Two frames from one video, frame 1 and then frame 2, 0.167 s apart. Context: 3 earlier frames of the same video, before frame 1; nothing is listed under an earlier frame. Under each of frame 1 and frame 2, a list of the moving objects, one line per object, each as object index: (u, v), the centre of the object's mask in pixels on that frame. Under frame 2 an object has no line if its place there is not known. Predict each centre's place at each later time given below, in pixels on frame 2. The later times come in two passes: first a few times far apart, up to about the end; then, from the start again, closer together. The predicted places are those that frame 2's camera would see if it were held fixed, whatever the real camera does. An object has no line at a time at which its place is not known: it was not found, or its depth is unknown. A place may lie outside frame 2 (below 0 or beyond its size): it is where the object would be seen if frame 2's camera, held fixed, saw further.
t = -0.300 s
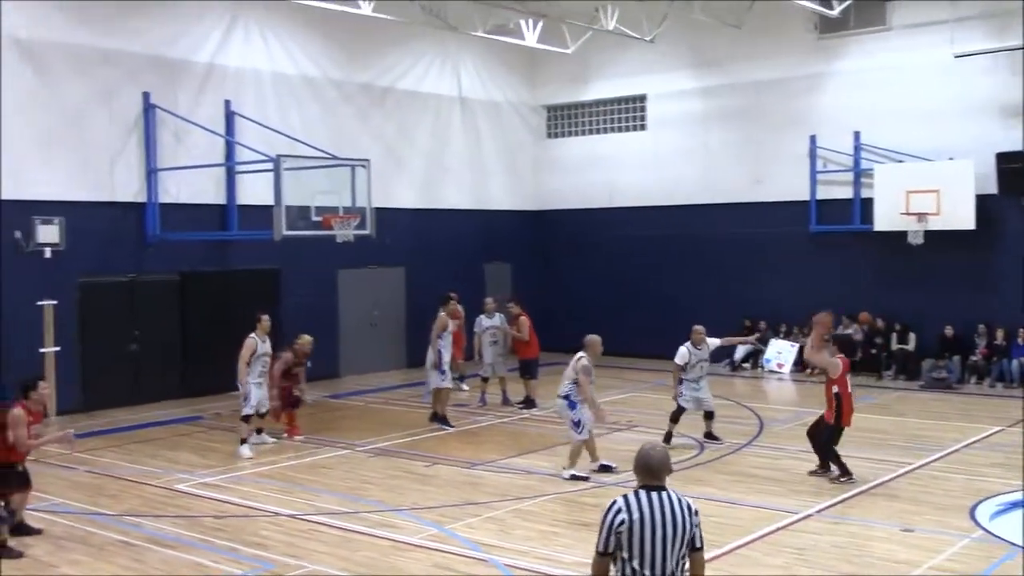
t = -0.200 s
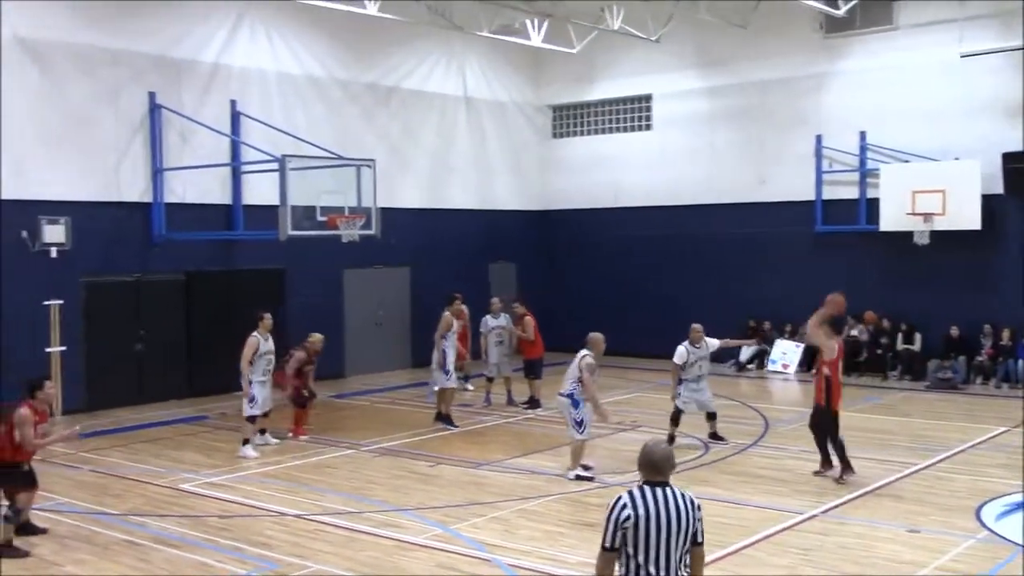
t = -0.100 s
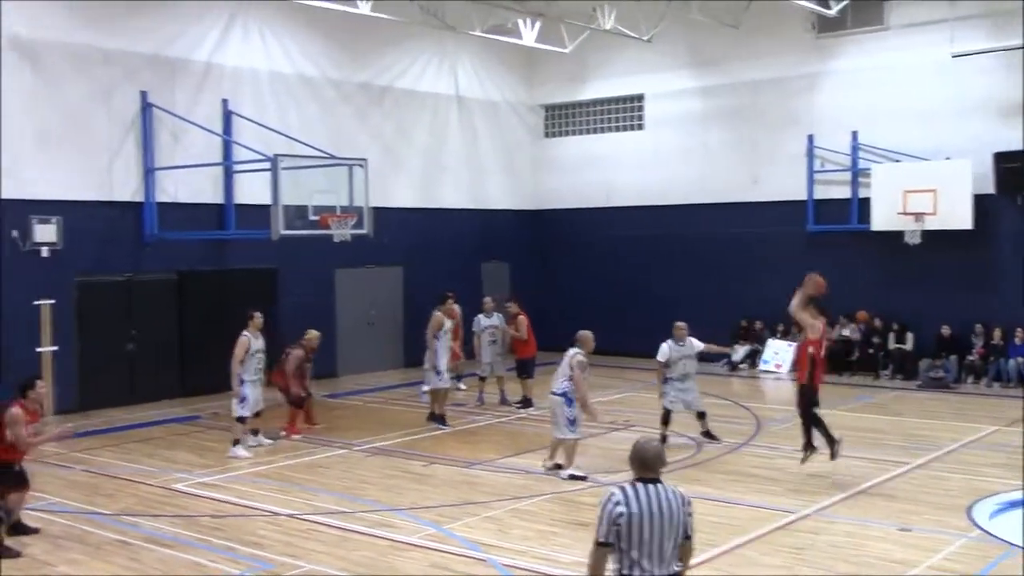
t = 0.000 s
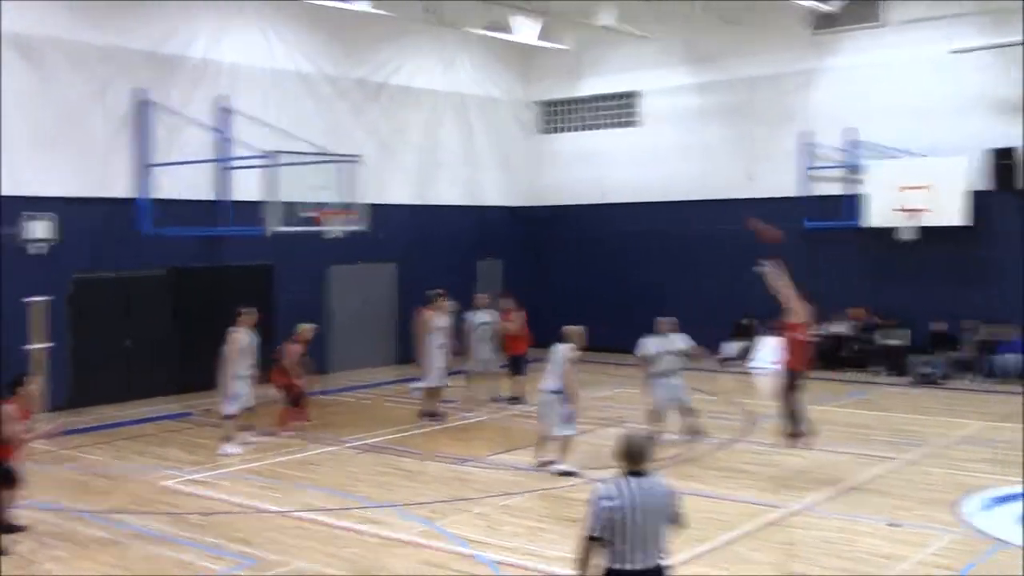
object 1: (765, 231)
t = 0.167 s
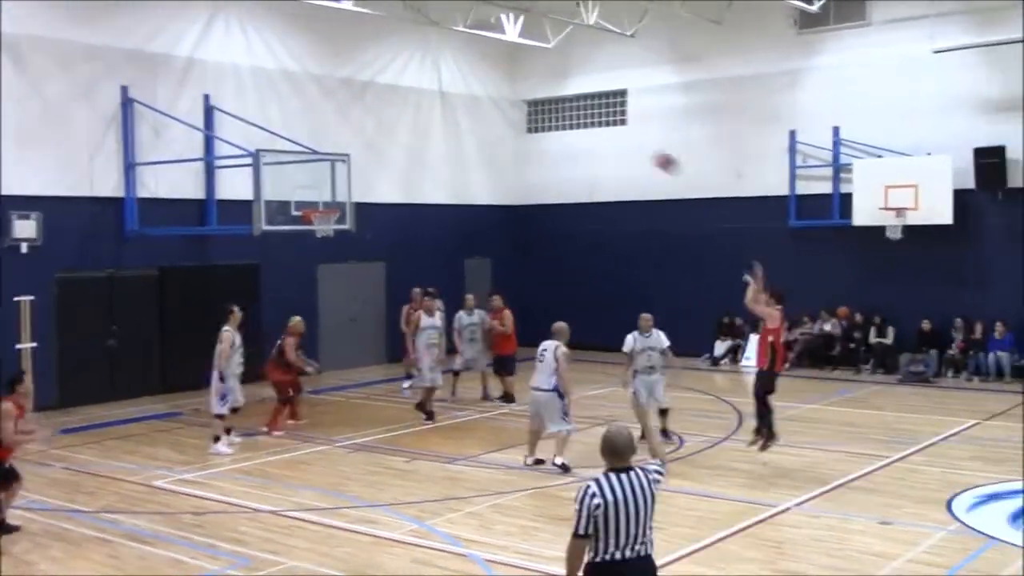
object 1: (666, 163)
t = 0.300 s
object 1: (603, 128)
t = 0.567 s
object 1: (494, 103)
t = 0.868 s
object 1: (393, 137)
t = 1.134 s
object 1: (324, 206)
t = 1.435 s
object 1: (327, 233)
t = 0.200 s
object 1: (649, 152)
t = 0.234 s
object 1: (635, 143)
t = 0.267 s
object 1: (620, 136)
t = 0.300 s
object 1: (603, 128)
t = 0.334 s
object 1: (589, 121)
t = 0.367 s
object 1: (576, 115)
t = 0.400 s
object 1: (561, 109)
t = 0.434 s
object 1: (545, 108)
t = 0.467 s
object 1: (534, 107)
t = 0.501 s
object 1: (519, 104)
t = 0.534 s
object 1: (506, 103)
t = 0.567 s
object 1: (494, 103)
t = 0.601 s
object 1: (482, 104)
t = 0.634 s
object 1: (470, 105)
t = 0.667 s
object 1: (458, 108)
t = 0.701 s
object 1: (447, 111)
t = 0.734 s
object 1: (436, 114)
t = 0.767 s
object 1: (424, 118)
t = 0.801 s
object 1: (415, 124)
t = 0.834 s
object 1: (404, 130)
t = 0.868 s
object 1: (393, 137)
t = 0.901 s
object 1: (383, 144)
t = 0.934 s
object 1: (373, 151)
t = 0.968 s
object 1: (364, 160)
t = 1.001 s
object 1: (354, 169)
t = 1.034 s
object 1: (346, 178)
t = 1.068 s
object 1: (337, 187)
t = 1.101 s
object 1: (325, 198)
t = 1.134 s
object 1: (324, 206)
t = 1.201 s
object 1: (328, 216)
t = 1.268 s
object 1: (321, 223)
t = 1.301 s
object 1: (321, 224)
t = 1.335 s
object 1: (322, 224)
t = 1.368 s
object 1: (323, 226)
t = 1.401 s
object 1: (326, 228)
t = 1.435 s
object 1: (327, 233)
